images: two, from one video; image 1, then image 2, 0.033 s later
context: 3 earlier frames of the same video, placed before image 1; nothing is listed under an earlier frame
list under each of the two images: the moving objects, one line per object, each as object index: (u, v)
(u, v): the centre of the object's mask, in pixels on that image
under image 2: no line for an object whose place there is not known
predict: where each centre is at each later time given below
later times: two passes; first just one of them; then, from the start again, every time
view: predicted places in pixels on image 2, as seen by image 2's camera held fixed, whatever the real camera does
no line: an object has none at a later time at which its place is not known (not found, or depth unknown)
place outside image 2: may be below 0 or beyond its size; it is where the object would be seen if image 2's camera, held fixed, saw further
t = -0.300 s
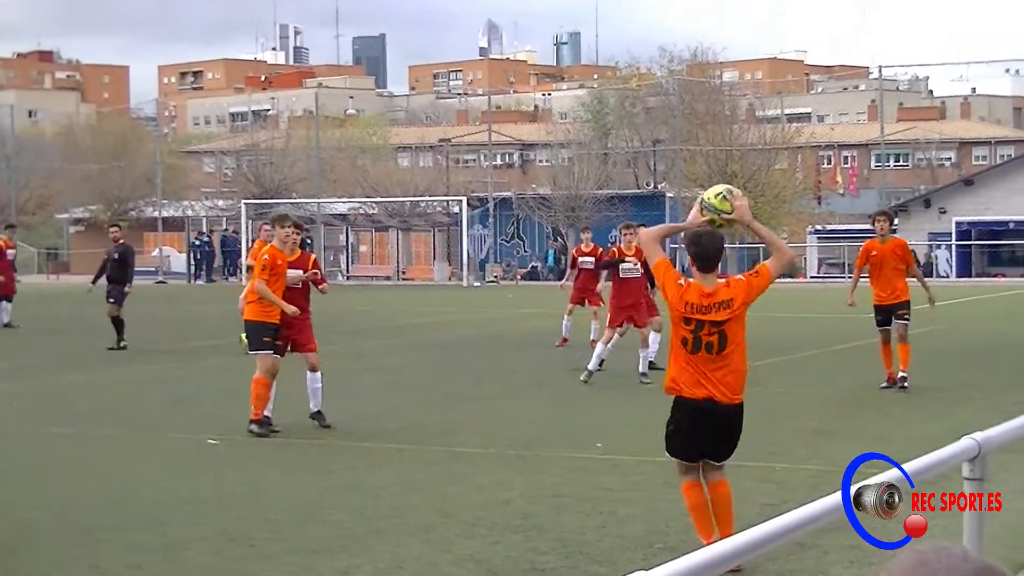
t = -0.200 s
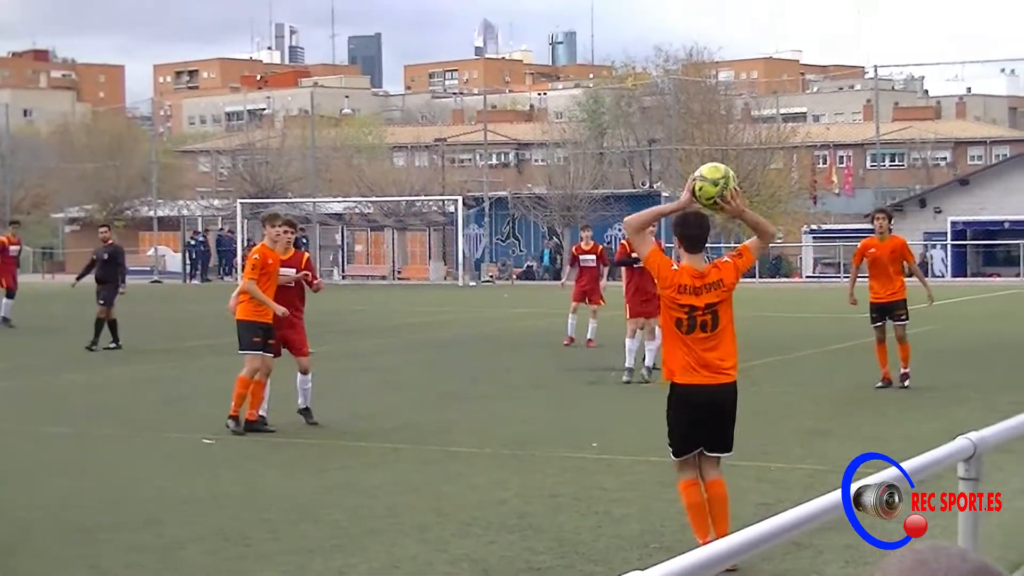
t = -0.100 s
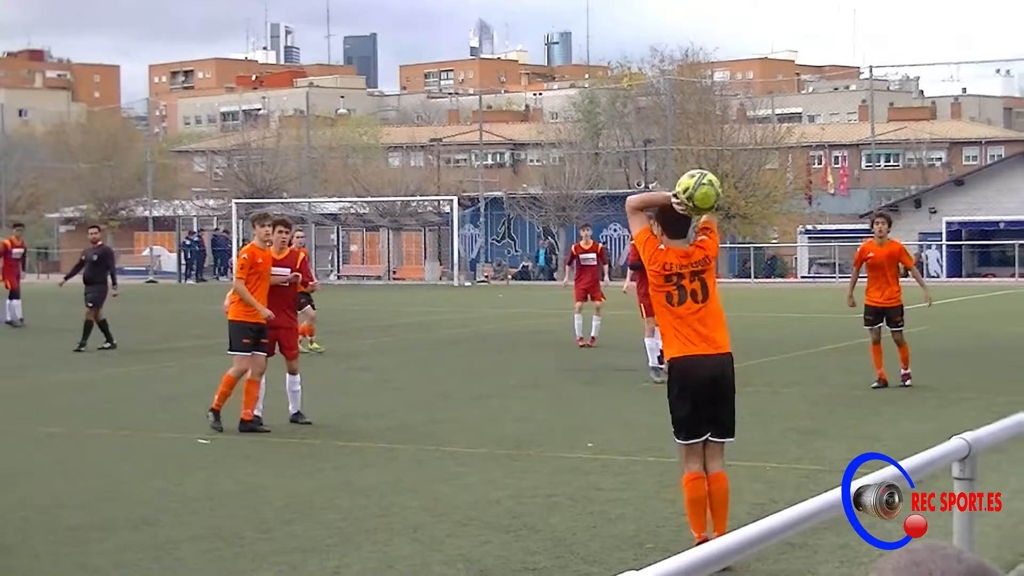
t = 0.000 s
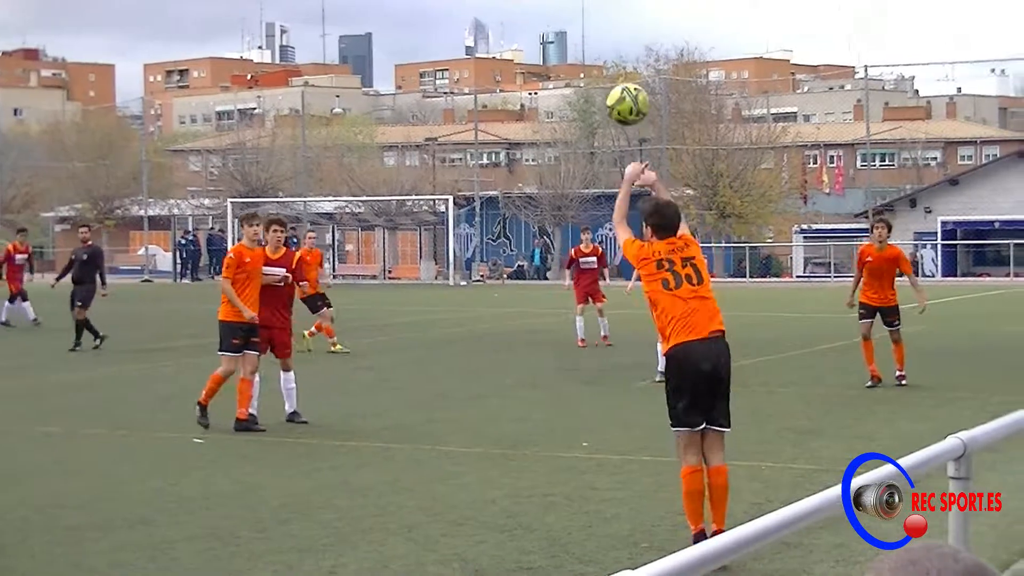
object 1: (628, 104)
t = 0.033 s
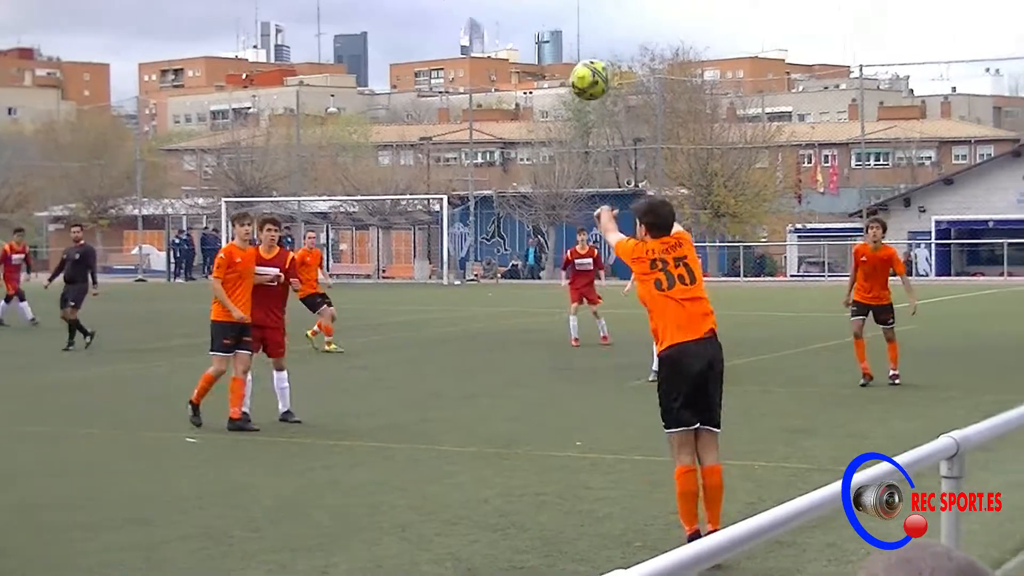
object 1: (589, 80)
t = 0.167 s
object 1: (475, 13)
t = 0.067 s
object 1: (560, 57)
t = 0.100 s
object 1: (531, 40)
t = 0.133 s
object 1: (503, 25)
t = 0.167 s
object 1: (475, 13)
